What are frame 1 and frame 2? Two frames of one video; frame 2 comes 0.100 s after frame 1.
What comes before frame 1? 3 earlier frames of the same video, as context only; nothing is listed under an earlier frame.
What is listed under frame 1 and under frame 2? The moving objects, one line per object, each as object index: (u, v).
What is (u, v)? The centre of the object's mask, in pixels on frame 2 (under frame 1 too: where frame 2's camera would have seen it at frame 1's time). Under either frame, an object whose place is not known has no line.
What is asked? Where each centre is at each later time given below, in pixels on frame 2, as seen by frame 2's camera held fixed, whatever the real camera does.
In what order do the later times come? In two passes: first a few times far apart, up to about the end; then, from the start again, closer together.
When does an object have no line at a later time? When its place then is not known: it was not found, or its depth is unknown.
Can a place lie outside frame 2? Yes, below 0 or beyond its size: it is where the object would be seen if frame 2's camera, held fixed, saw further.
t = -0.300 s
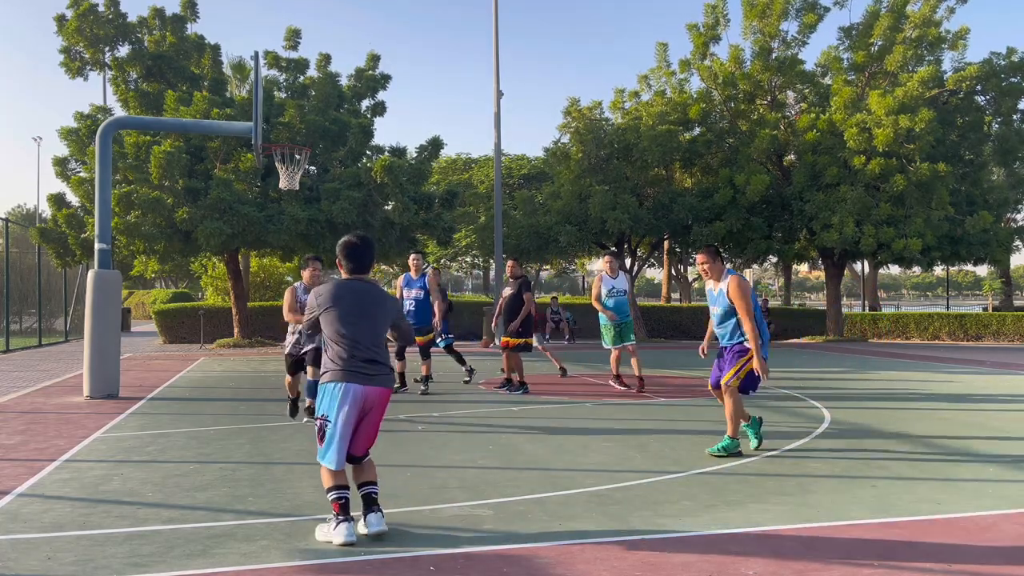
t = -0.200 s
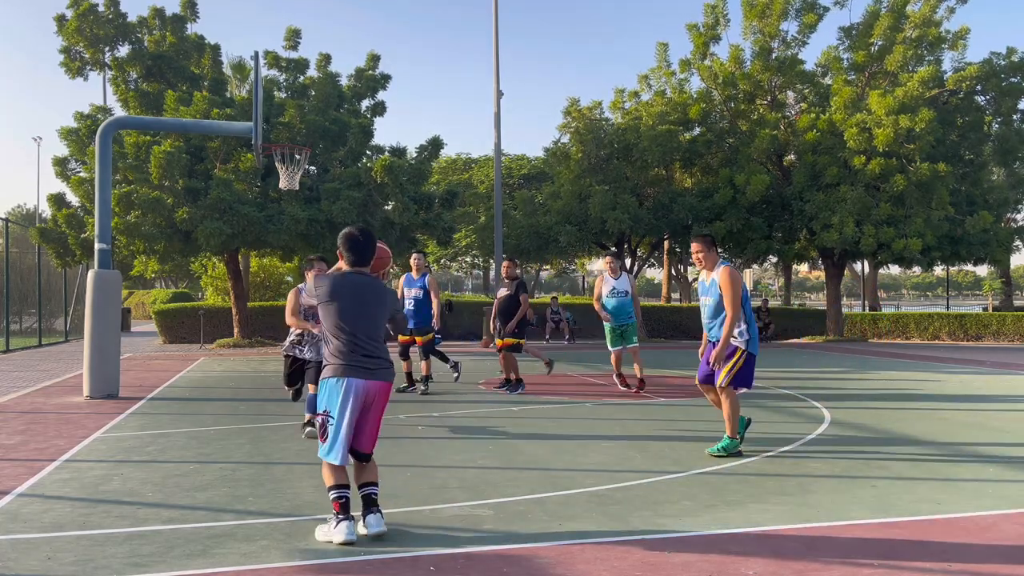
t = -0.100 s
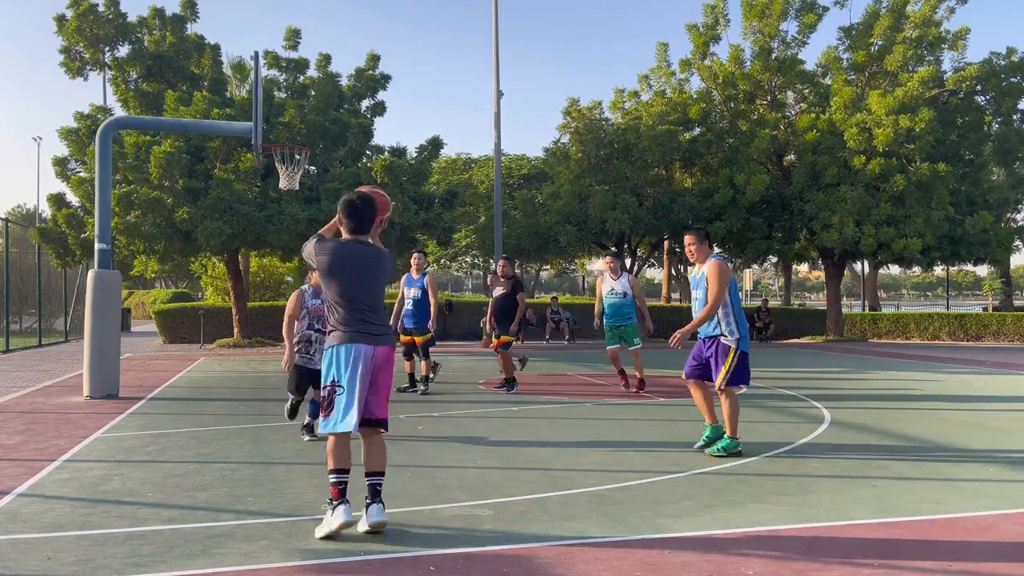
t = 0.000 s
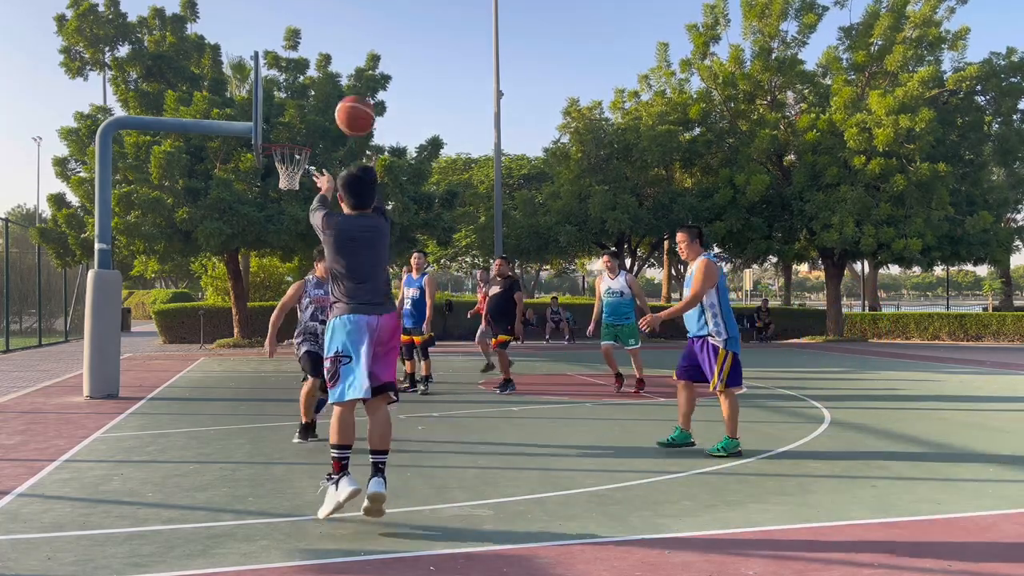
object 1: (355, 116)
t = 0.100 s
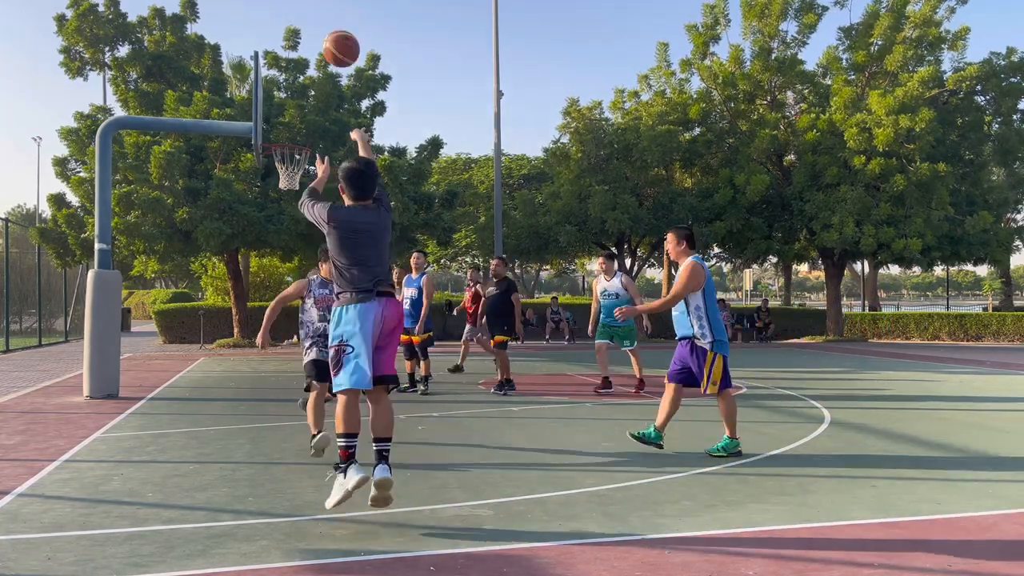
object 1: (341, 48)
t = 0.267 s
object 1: (324, 3)
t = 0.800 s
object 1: (292, 42)
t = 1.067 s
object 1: (285, 136)
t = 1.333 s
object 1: (279, 51)
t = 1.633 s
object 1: (273, 21)
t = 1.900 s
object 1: (271, 52)
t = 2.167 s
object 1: (306, 110)
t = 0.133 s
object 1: (337, 32)
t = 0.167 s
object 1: (333, 19)
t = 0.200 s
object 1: (330, 11)
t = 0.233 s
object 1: (327, 6)
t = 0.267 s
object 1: (324, 3)
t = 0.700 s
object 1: (296, 14)
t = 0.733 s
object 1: (295, 23)
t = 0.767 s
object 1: (293, 32)
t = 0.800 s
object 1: (292, 42)
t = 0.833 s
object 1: (291, 52)
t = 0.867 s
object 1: (290, 64)
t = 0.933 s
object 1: (288, 87)
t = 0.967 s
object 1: (287, 100)
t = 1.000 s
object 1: (286, 113)
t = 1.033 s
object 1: (285, 127)
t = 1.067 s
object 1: (285, 136)
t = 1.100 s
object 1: (284, 123)
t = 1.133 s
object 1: (284, 110)
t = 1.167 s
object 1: (283, 98)
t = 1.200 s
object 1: (282, 87)
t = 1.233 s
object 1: (282, 77)
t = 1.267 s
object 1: (281, 67)
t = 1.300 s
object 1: (280, 59)
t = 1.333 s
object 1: (279, 51)
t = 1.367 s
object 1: (278, 44)
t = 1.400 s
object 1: (278, 38)
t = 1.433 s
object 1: (277, 33)
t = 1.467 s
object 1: (277, 28)
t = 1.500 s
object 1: (276, 25)
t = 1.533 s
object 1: (275, 22)
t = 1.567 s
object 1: (274, 21)
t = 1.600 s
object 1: (273, 20)
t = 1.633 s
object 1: (273, 21)
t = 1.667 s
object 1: (272, 22)
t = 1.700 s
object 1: (271, 24)
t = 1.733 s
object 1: (271, 27)
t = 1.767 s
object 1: (270, 32)
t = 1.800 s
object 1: (269, 37)
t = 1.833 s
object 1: (269, 42)
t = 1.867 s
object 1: (268, 49)
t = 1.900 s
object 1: (271, 52)
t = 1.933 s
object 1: (275, 56)
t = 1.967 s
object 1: (280, 60)
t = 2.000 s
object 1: (285, 67)
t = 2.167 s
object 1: (306, 110)
